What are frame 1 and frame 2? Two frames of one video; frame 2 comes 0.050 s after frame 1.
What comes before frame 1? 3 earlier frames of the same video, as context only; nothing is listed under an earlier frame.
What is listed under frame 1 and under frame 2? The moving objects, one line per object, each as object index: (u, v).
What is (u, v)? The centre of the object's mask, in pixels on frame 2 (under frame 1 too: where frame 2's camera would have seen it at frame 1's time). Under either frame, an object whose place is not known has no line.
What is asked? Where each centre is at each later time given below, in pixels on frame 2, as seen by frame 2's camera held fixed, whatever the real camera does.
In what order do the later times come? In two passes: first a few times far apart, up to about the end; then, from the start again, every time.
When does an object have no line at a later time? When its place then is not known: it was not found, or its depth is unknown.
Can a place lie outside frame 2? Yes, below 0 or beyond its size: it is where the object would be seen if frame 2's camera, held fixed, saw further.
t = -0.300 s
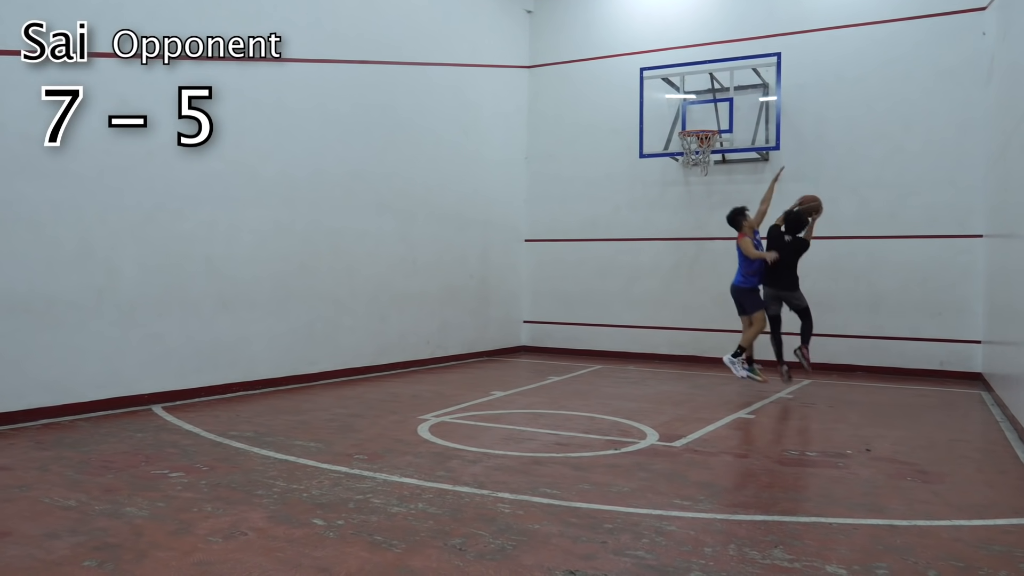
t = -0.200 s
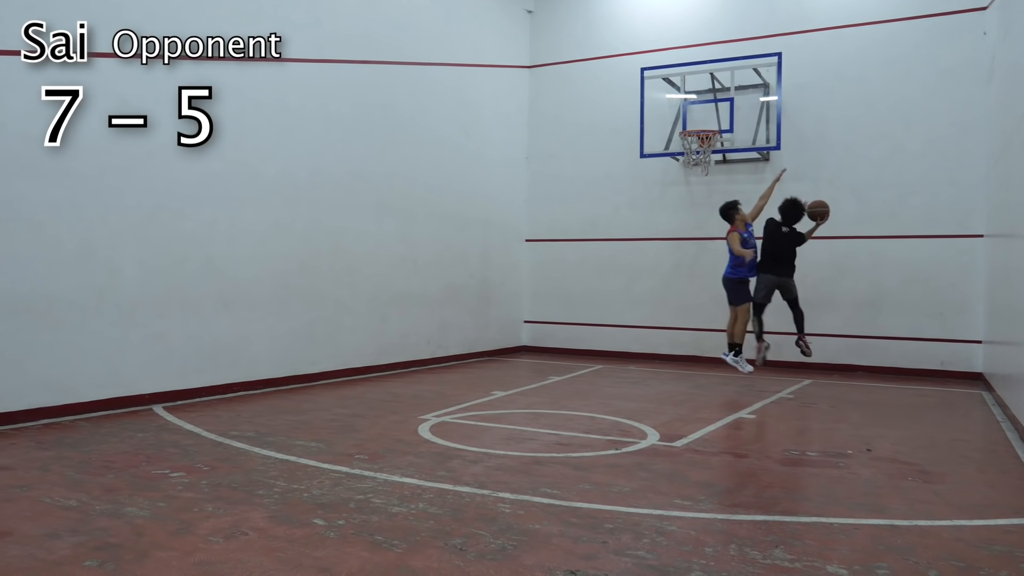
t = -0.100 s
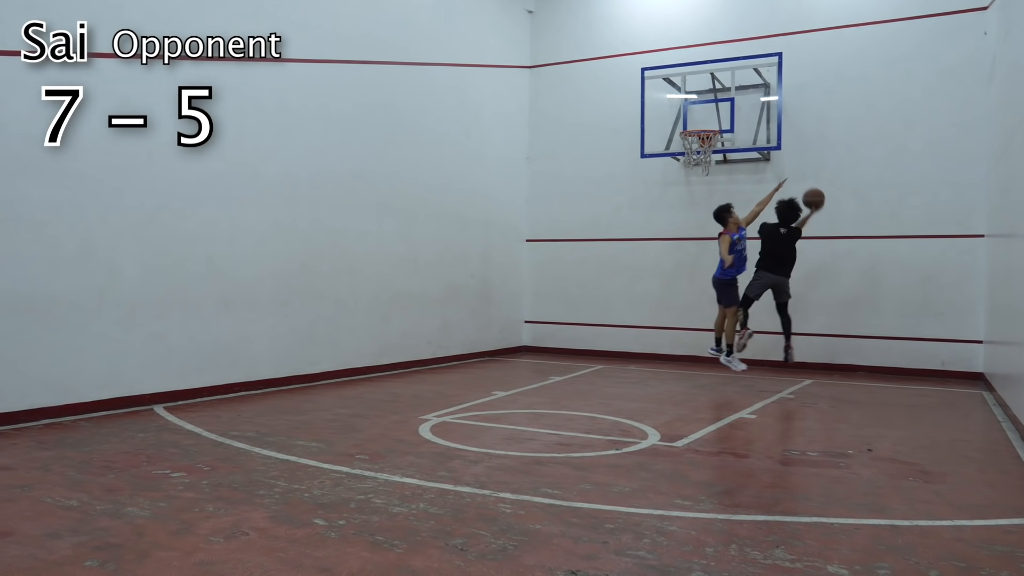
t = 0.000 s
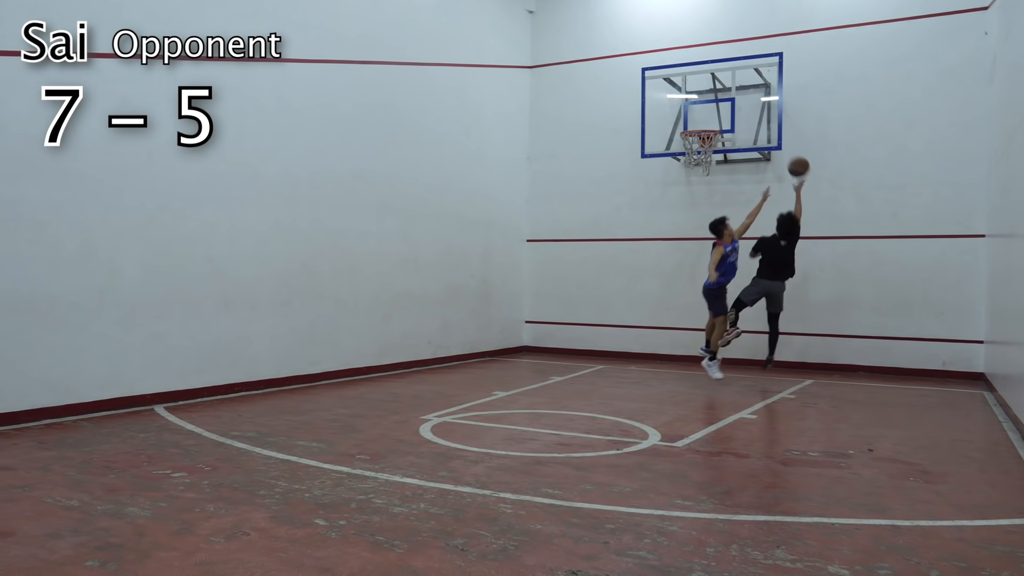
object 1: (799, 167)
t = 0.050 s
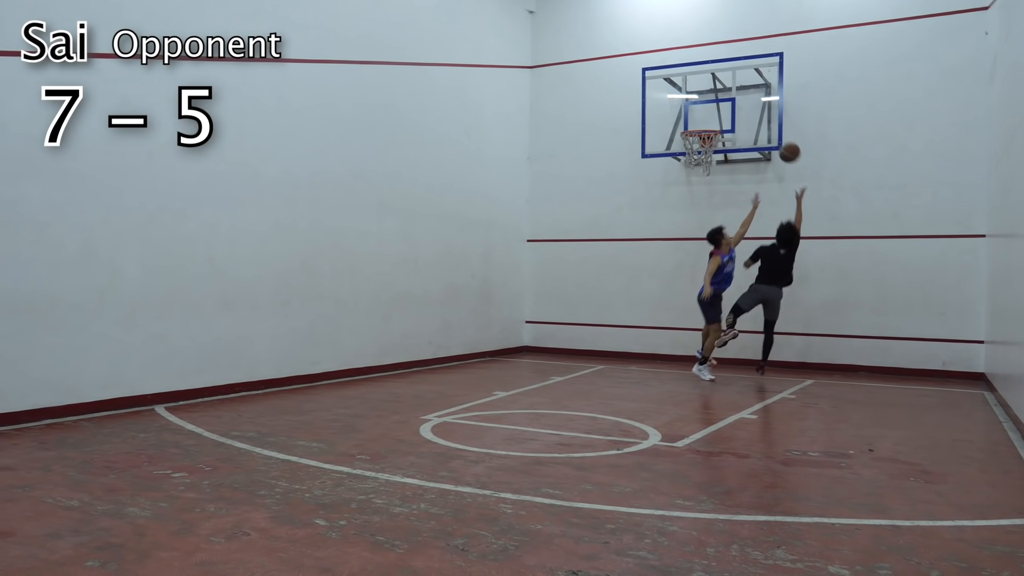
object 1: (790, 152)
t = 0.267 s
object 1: (751, 117)
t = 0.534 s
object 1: (712, 122)
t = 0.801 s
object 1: (686, 156)
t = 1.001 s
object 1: (685, 190)
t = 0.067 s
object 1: (787, 148)
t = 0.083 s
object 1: (783, 144)
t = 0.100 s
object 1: (780, 141)
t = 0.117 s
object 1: (777, 137)
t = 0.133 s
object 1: (774, 134)
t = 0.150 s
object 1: (771, 131)
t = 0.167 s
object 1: (768, 128)
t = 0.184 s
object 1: (765, 126)
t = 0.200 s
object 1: (762, 124)
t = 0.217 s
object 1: (760, 122)
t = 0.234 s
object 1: (756, 120)
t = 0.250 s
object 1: (754, 118)
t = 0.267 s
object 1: (751, 117)
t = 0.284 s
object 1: (748, 116)
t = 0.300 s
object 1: (746, 115)
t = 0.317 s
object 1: (743, 115)
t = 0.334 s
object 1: (741, 115)
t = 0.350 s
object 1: (738, 115)
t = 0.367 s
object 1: (735, 115)
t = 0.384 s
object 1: (733, 115)
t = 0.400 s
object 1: (730, 116)
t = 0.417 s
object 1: (727, 116)
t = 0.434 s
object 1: (725, 117)
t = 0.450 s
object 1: (723, 118)
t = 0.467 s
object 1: (721, 118)
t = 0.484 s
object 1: (718, 119)
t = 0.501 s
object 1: (716, 120)
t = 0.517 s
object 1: (714, 121)
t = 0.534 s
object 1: (712, 122)
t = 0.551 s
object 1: (709, 123)
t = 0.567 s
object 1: (707, 124)
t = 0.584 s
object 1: (705, 125)
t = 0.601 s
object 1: (703, 125)
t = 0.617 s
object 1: (701, 127)
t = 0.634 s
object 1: (699, 128)
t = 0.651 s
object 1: (696, 142)
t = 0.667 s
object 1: (693, 141)
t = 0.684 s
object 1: (690, 143)
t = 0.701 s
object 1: (689, 145)
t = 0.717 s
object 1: (688, 147)
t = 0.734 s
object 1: (687, 150)
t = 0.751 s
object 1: (687, 152)
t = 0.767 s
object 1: (686, 152)
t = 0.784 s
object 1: (686, 154)
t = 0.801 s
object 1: (686, 156)
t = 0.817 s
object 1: (687, 158)
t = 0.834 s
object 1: (686, 162)
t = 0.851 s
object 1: (686, 164)
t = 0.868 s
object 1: (686, 164)
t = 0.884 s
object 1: (686, 167)
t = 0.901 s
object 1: (686, 169)
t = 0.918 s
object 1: (686, 172)
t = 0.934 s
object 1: (686, 174)
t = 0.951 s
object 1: (686, 178)
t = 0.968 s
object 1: (686, 182)
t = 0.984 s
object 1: (685, 186)
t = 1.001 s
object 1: (685, 190)
